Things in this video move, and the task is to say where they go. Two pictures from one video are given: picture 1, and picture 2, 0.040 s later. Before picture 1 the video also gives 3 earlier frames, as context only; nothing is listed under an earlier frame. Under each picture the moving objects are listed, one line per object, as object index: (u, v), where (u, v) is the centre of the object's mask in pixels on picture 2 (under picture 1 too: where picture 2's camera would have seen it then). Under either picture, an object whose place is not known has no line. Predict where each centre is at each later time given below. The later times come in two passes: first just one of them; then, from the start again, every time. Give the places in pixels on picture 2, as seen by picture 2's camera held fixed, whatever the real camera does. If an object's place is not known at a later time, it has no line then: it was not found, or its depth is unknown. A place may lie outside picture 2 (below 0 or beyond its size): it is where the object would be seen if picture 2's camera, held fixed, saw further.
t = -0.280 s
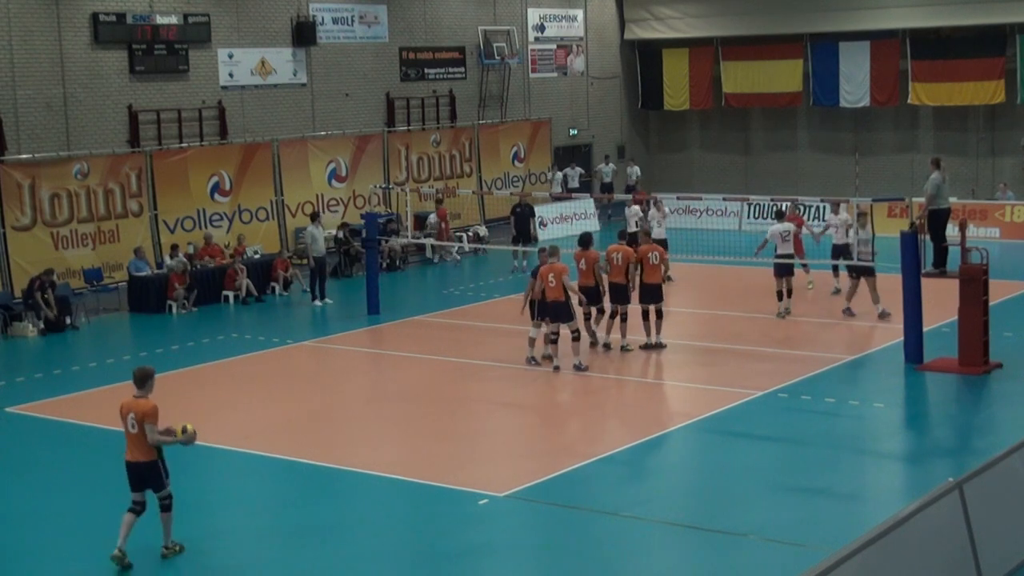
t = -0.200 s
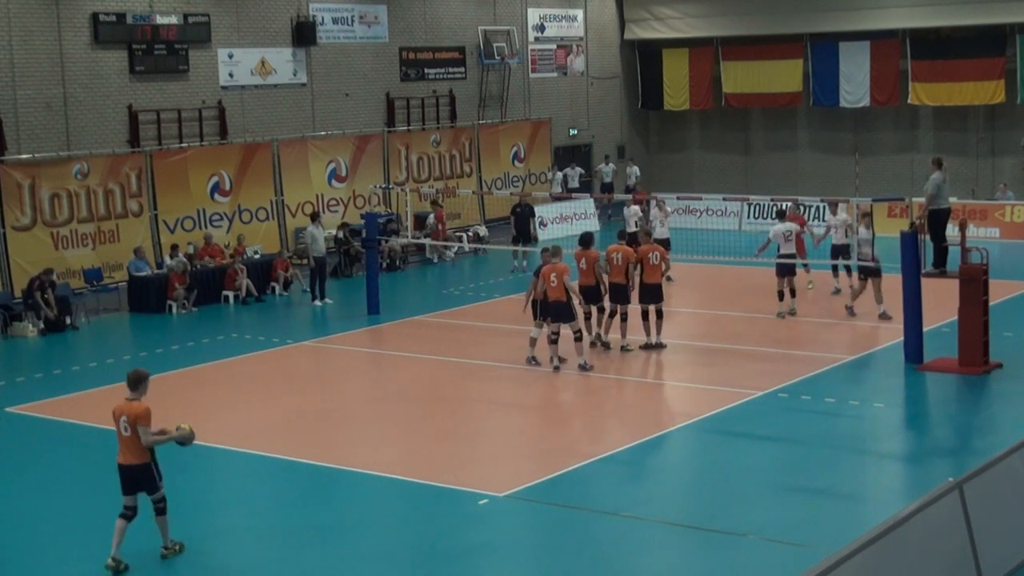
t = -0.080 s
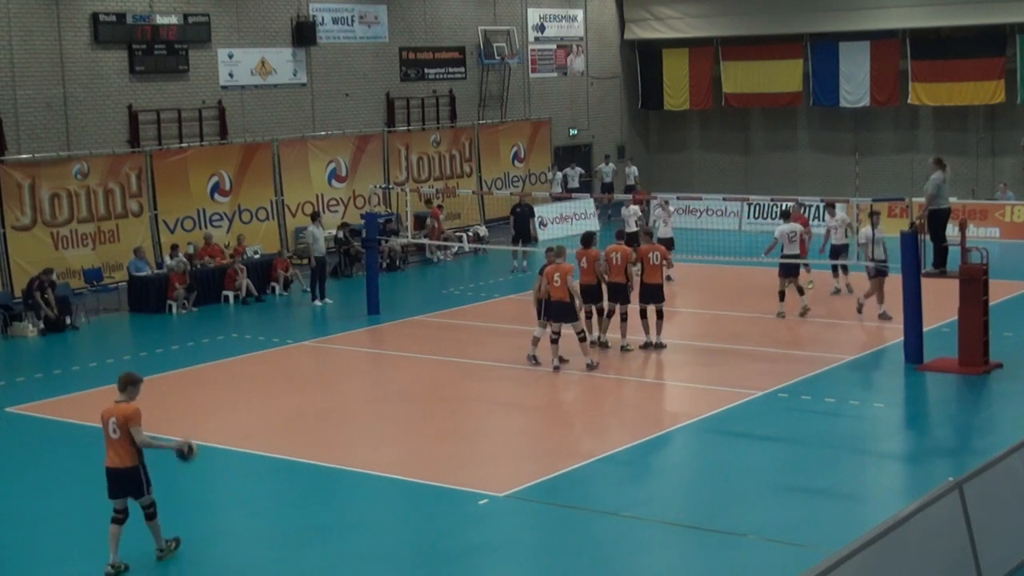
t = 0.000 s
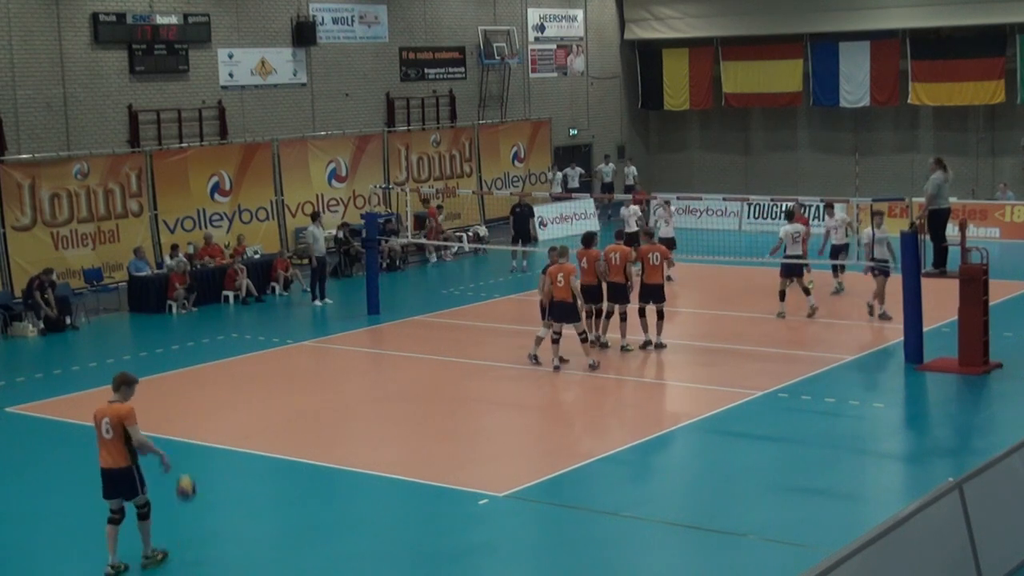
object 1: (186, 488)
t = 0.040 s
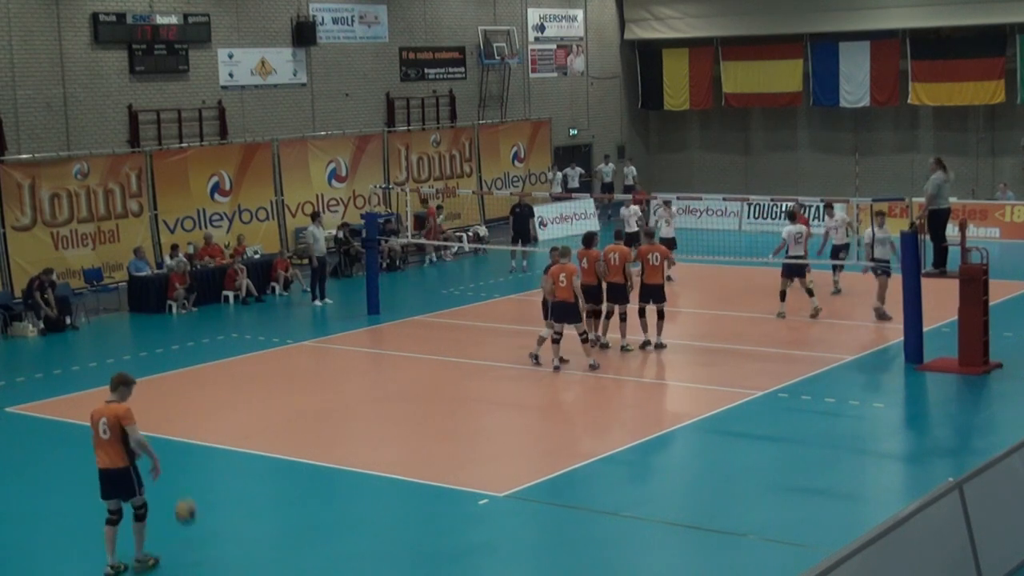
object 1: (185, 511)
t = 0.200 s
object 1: (176, 526)
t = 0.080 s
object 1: (186, 535)
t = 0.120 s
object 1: (185, 558)
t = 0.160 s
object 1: (180, 543)
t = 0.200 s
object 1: (176, 526)
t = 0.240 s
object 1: (171, 510)
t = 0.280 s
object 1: (166, 496)
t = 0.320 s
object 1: (163, 484)
